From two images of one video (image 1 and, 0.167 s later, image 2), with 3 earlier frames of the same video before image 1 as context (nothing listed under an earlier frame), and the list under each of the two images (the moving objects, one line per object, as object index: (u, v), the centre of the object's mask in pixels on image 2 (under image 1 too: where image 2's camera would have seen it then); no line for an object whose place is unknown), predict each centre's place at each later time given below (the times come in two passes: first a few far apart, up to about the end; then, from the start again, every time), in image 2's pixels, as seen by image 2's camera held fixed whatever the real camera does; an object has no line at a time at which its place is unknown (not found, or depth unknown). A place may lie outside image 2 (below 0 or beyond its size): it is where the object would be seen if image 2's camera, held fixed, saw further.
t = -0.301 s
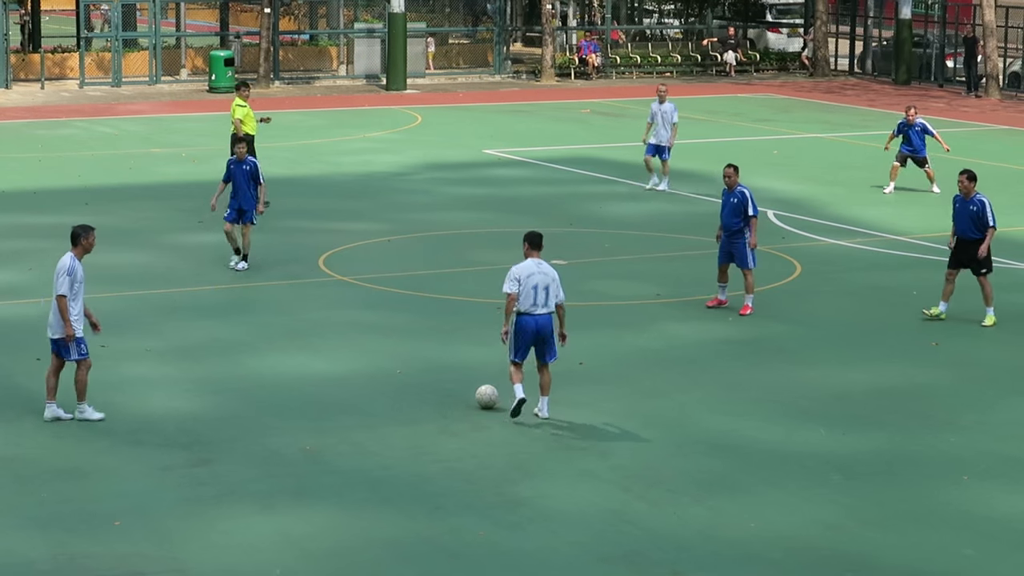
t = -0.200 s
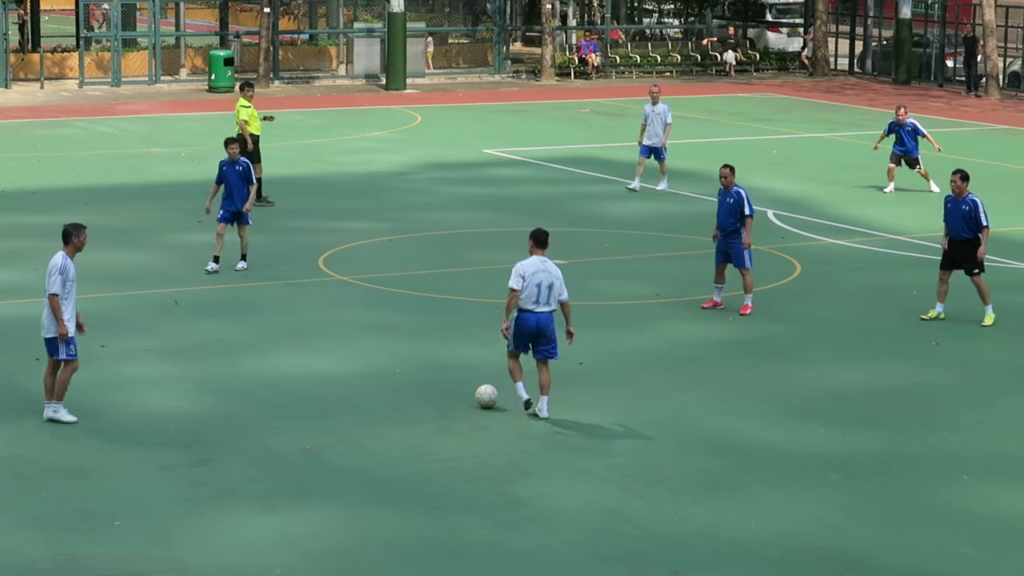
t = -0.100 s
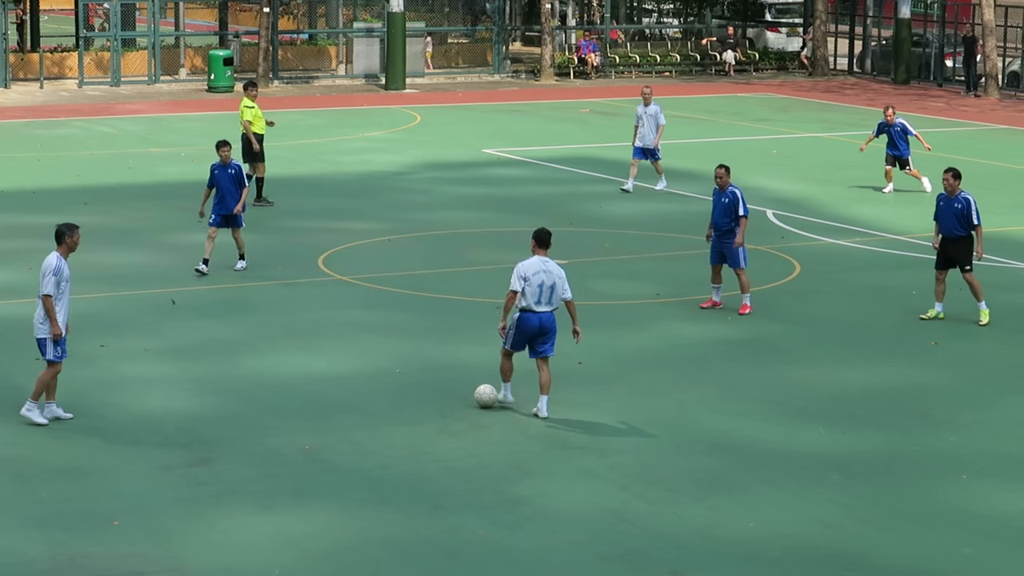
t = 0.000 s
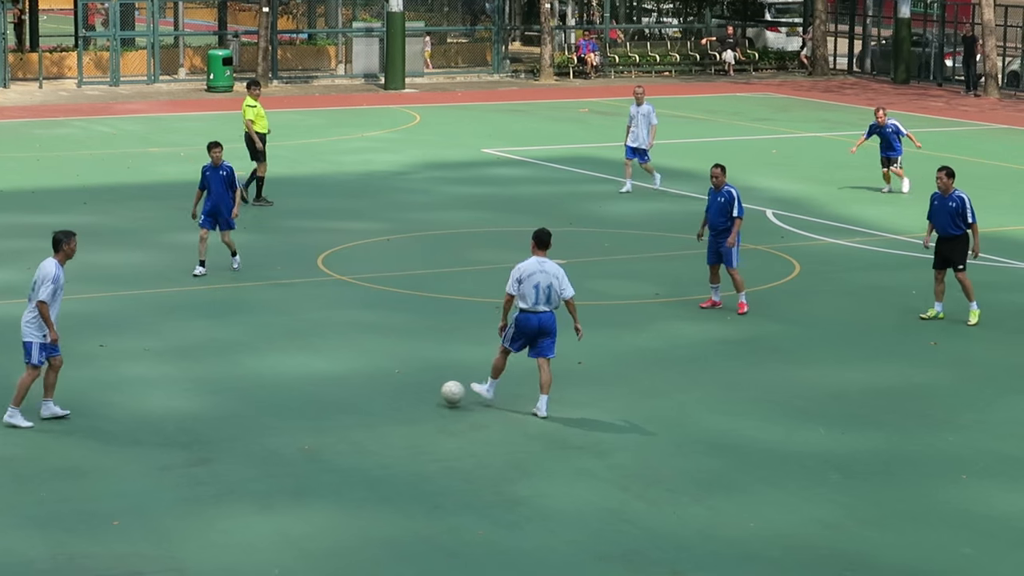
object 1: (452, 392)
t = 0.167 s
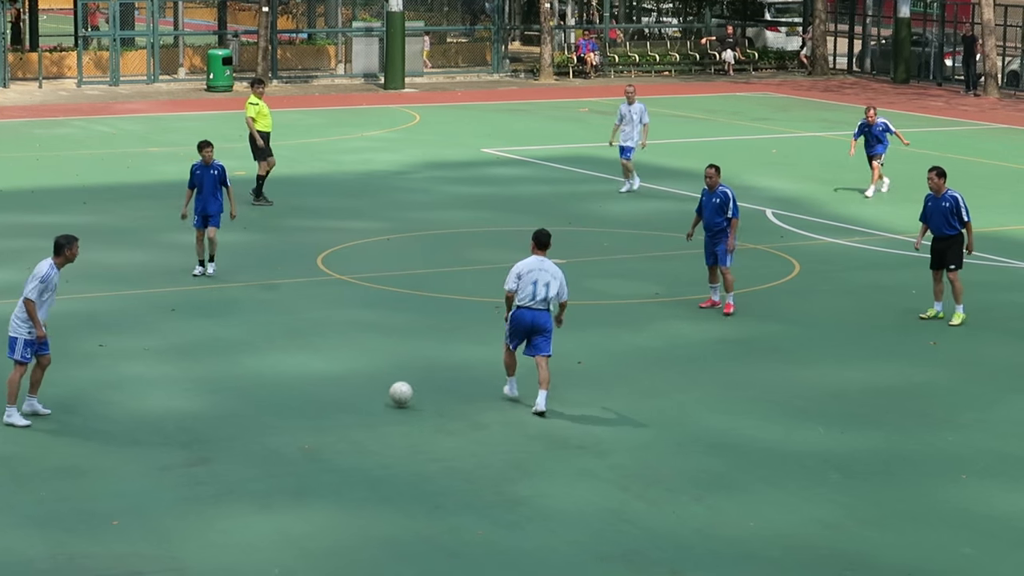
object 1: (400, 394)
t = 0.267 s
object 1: (377, 395)
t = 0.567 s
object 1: (316, 398)
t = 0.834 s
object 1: (263, 399)
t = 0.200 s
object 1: (392, 395)
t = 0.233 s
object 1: (384, 396)
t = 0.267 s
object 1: (377, 395)
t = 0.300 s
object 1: (371, 395)
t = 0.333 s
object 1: (364, 397)
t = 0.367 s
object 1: (357, 396)
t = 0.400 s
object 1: (350, 396)
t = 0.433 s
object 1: (343, 397)
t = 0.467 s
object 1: (336, 397)
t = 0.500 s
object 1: (330, 396)
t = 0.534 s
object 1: (323, 397)
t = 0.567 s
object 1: (316, 398)
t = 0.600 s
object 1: (309, 397)
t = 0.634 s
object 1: (303, 397)
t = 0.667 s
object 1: (296, 398)
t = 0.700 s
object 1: (290, 398)
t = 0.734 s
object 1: (283, 398)
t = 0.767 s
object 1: (276, 399)
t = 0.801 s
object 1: (270, 399)
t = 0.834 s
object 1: (263, 399)
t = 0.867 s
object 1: (256, 400)
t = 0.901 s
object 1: (250, 399)
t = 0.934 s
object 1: (243, 400)
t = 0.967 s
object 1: (237, 400)
